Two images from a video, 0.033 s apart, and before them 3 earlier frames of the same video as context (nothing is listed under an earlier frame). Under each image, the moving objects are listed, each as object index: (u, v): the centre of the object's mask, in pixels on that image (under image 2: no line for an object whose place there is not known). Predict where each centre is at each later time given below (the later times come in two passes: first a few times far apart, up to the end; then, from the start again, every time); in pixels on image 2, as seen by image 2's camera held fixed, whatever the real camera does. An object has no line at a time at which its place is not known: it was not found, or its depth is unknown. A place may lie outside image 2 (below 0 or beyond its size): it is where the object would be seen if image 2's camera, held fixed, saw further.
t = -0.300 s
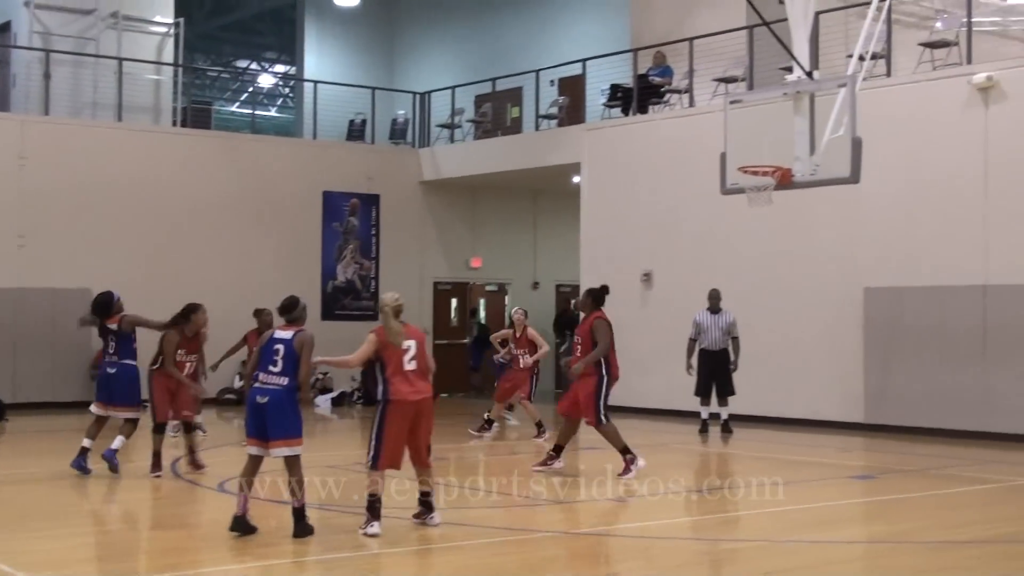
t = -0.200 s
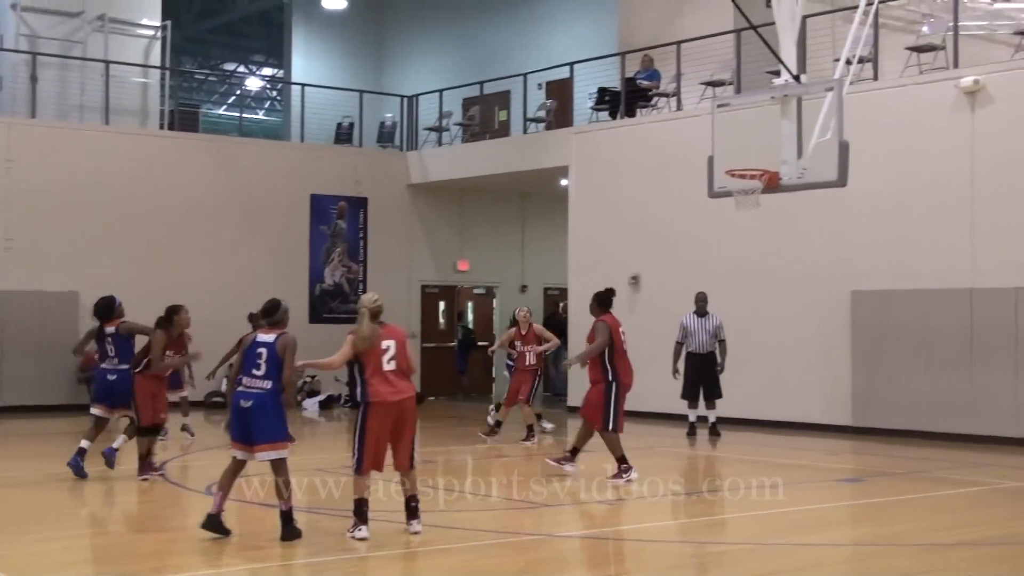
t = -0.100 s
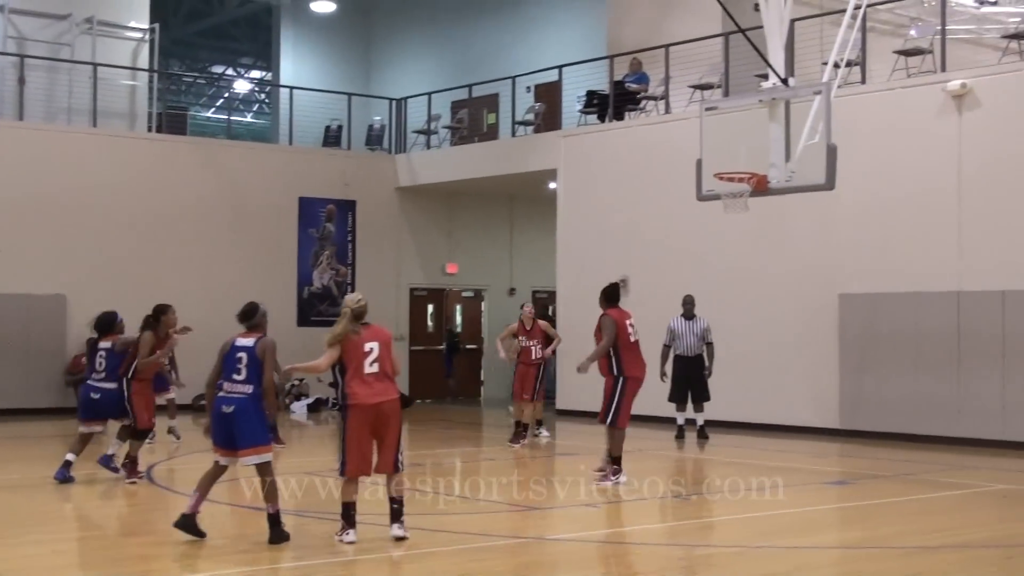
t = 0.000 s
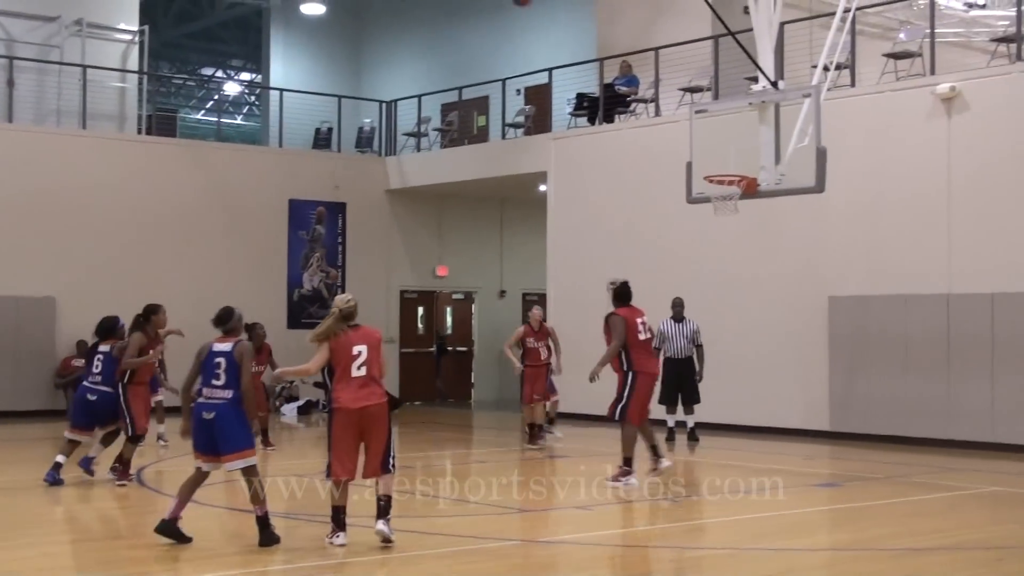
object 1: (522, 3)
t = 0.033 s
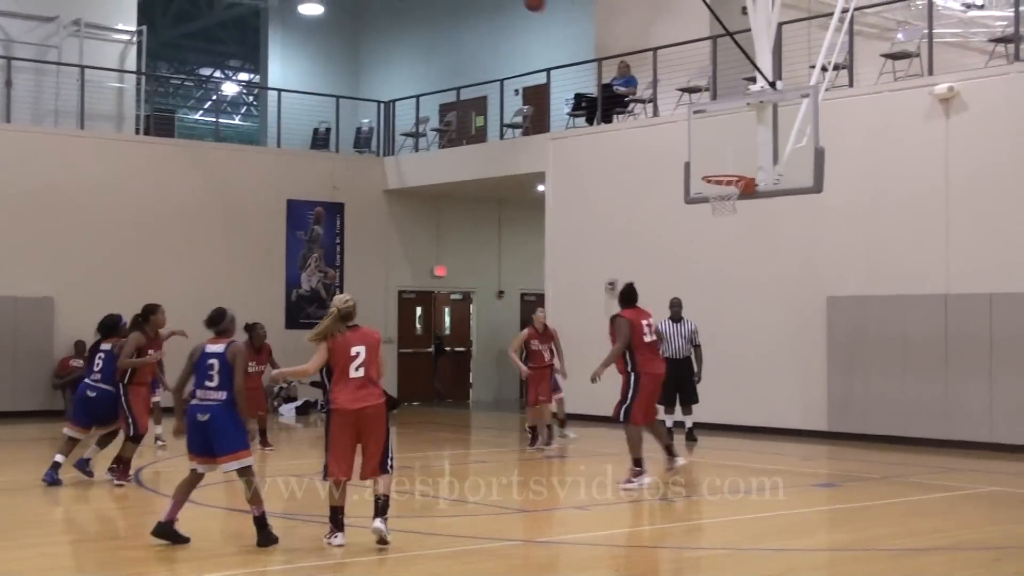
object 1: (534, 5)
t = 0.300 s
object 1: (648, 79)
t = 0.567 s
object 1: (720, 153)
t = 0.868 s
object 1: (646, 111)
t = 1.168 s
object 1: (569, 149)
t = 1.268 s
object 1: (543, 181)
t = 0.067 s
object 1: (549, 8)
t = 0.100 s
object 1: (563, 14)
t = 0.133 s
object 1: (577, 22)
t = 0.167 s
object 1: (592, 32)
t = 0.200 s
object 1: (606, 41)
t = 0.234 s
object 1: (620, 53)
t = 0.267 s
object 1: (634, 64)
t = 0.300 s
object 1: (648, 79)
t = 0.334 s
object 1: (661, 91)
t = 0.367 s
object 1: (674, 108)
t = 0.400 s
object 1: (688, 123)
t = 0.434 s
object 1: (702, 140)
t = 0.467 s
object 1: (715, 157)
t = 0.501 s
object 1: (727, 169)
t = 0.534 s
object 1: (728, 163)
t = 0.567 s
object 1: (720, 153)
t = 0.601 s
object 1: (712, 145)
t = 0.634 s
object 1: (703, 137)
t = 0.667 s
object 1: (695, 130)
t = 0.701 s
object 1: (687, 125)
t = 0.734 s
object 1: (679, 120)
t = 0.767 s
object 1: (671, 116)
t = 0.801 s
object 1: (663, 114)
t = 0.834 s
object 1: (654, 111)
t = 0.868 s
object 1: (646, 111)
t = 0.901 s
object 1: (638, 110)
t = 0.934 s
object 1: (629, 112)
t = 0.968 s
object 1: (621, 114)
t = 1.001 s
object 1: (612, 117)
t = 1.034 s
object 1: (604, 121)
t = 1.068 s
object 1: (595, 127)
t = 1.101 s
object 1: (586, 134)
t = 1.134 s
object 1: (577, 141)
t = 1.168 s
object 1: (569, 149)
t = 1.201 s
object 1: (560, 159)
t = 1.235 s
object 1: (551, 170)
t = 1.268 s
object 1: (543, 181)
